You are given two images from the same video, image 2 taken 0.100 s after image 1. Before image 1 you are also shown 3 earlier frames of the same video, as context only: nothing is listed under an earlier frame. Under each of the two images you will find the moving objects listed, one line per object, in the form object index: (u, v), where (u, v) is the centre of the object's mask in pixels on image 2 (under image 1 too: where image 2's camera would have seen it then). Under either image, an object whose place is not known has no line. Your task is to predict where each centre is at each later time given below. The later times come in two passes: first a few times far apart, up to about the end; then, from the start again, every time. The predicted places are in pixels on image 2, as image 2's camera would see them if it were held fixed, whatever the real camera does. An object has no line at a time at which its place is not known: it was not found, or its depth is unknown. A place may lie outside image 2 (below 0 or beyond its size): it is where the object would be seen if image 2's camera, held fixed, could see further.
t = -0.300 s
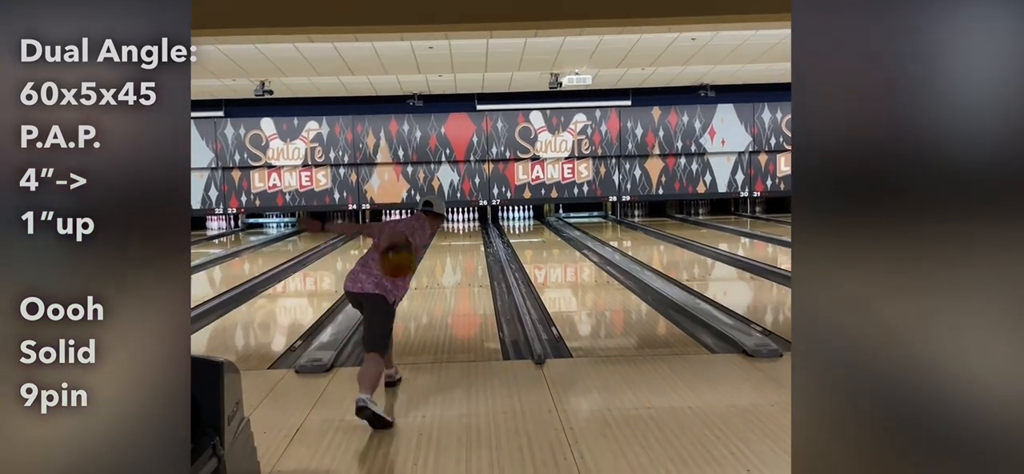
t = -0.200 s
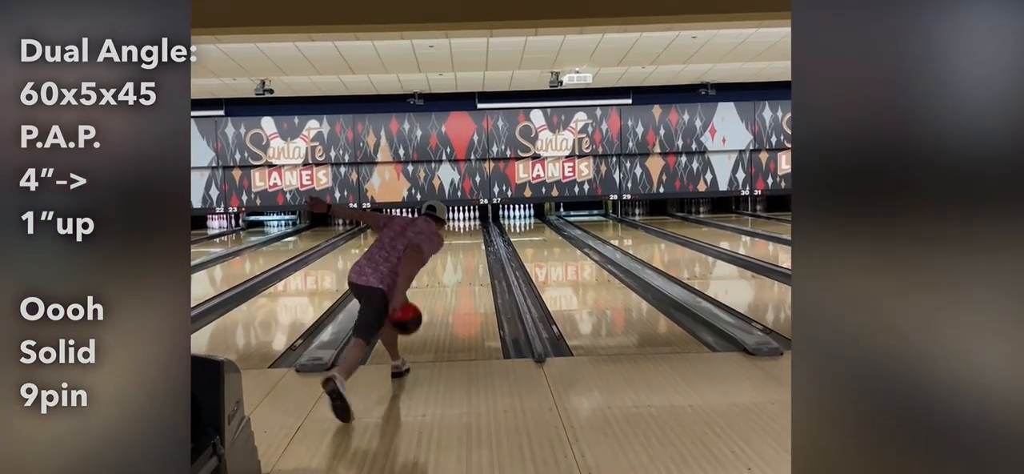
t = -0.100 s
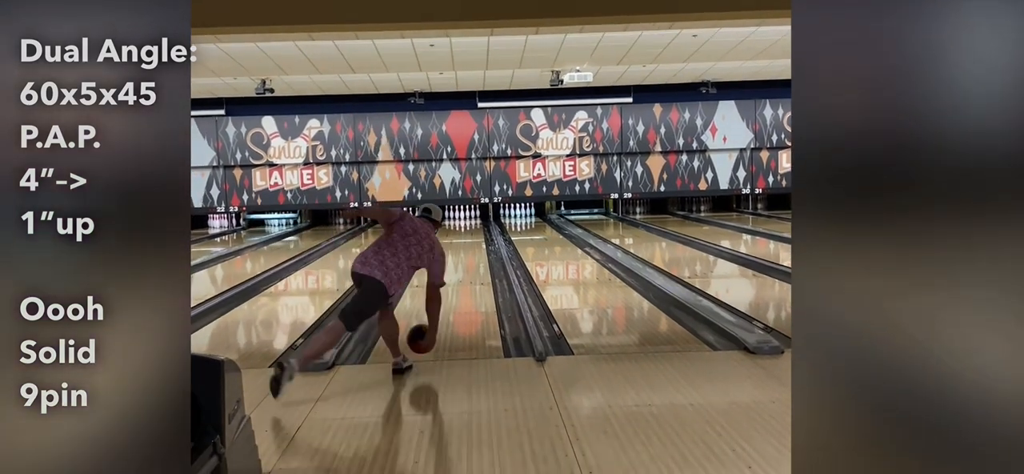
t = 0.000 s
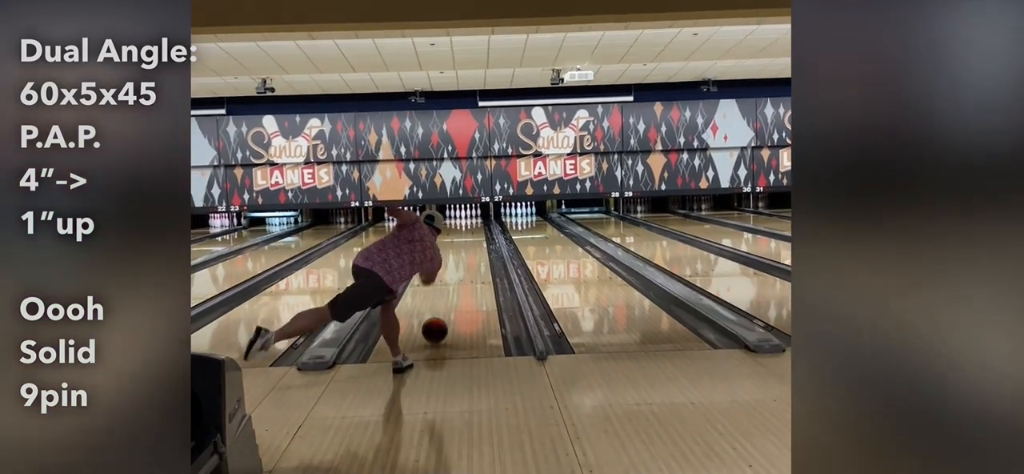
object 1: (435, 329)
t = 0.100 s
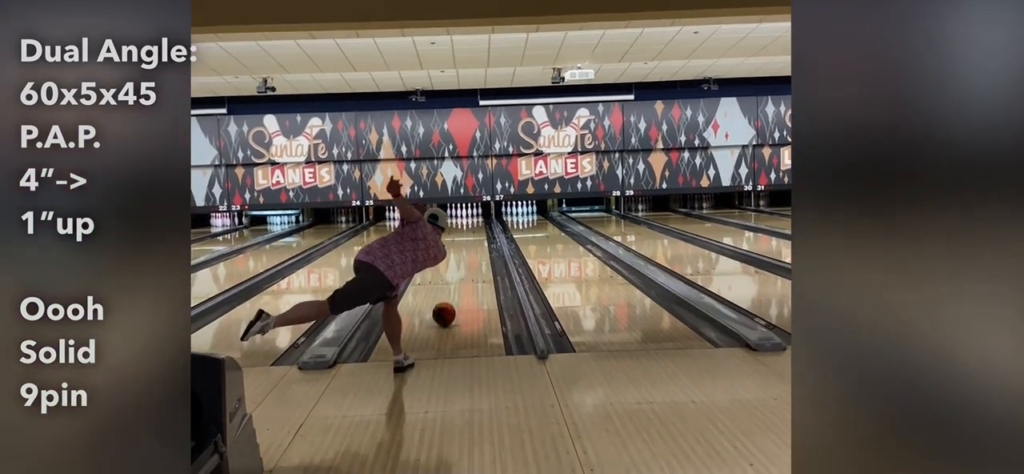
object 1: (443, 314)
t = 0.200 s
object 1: (450, 300)
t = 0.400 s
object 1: (460, 278)
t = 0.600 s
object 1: (467, 263)
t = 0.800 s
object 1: (472, 253)
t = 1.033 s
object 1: (476, 242)
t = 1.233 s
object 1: (477, 235)
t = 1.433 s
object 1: (479, 230)
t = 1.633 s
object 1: (479, 224)
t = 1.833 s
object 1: (476, 220)
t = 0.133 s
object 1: (446, 309)
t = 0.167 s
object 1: (448, 304)
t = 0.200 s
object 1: (450, 300)
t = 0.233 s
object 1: (452, 296)
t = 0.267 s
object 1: (454, 291)
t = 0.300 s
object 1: (455, 288)
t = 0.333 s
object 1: (457, 285)
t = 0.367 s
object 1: (460, 282)
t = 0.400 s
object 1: (460, 278)
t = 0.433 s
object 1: (461, 276)
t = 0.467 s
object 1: (462, 273)
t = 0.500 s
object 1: (463, 270)
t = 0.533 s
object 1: (465, 268)
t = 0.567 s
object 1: (466, 265)
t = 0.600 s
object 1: (467, 263)
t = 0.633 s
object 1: (468, 261)
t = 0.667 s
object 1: (469, 259)
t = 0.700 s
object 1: (470, 257)
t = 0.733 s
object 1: (470, 255)
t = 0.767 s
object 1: (471, 254)
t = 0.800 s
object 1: (472, 253)
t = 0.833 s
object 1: (472, 250)
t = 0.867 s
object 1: (473, 249)
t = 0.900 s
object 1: (474, 247)
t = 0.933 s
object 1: (474, 246)
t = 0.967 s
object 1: (474, 244)
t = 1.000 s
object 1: (475, 243)
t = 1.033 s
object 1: (476, 242)
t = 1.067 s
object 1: (476, 240)
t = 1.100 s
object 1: (476, 239)
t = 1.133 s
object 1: (477, 237)
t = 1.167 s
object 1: (477, 237)
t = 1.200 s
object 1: (478, 236)
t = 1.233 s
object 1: (477, 235)
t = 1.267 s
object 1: (478, 233)
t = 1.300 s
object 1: (478, 233)
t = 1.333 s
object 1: (478, 231)
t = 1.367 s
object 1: (477, 231)
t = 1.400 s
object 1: (479, 229)
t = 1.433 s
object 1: (479, 230)
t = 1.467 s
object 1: (478, 228)
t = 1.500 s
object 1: (479, 227)
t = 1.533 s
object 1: (479, 227)
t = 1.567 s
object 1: (479, 225)
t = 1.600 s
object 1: (478, 226)
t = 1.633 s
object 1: (479, 224)
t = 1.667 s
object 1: (478, 224)
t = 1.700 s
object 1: (478, 223)
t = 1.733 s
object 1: (477, 222)
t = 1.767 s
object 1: (478, 221)
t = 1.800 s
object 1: (477, 221)
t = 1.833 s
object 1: (476, 220)
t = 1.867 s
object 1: (476, 220)
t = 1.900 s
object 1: (475, 219)
